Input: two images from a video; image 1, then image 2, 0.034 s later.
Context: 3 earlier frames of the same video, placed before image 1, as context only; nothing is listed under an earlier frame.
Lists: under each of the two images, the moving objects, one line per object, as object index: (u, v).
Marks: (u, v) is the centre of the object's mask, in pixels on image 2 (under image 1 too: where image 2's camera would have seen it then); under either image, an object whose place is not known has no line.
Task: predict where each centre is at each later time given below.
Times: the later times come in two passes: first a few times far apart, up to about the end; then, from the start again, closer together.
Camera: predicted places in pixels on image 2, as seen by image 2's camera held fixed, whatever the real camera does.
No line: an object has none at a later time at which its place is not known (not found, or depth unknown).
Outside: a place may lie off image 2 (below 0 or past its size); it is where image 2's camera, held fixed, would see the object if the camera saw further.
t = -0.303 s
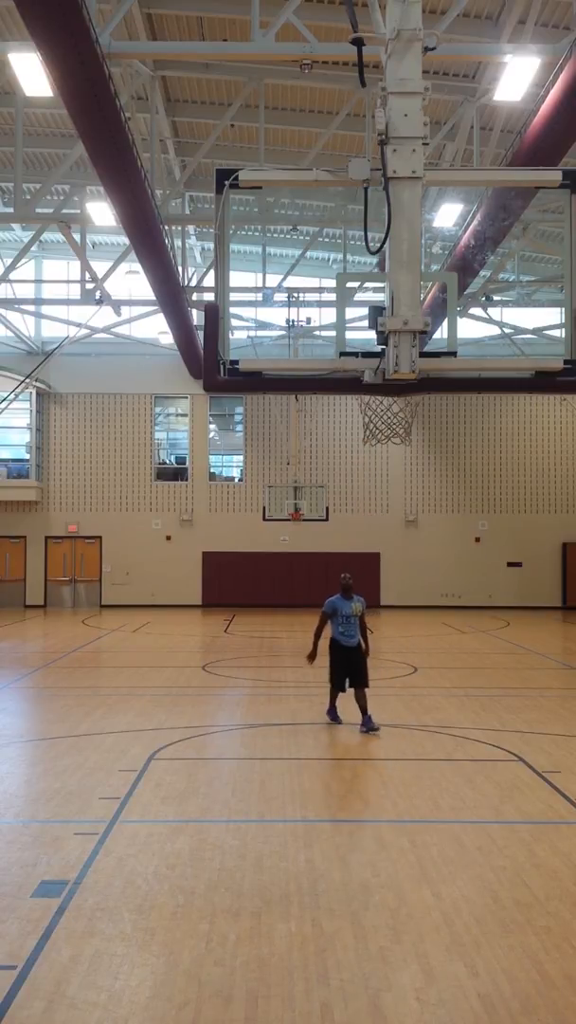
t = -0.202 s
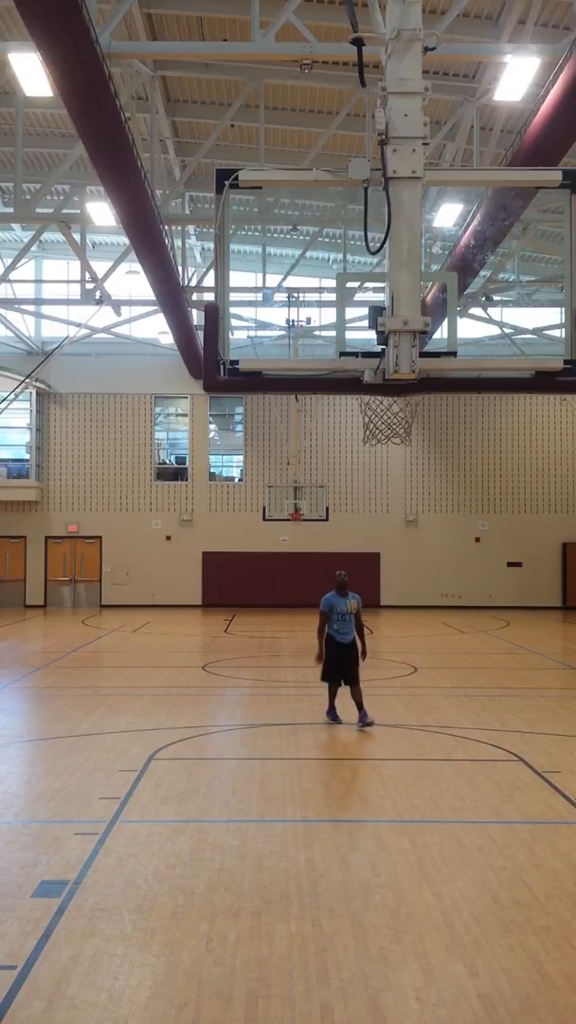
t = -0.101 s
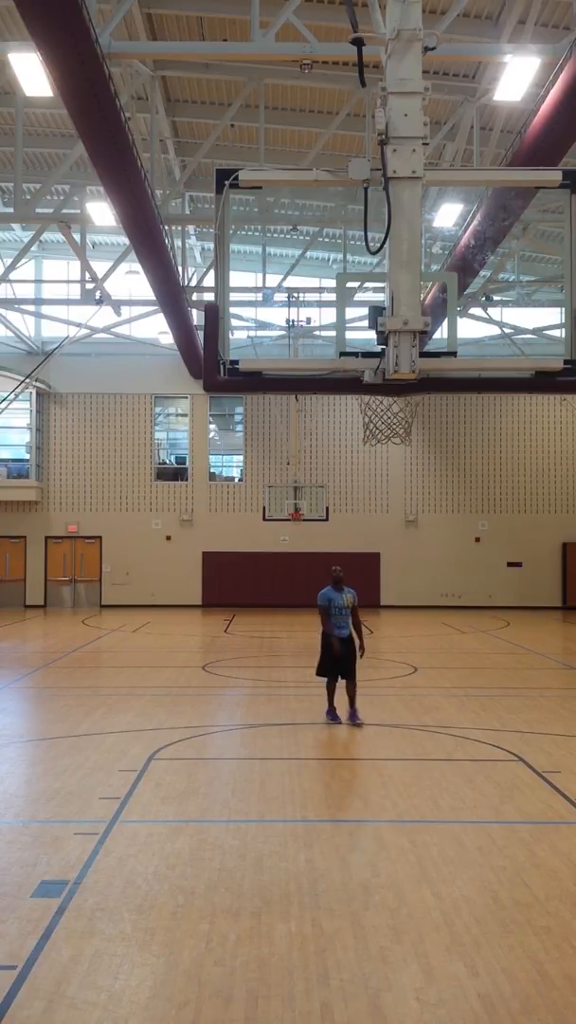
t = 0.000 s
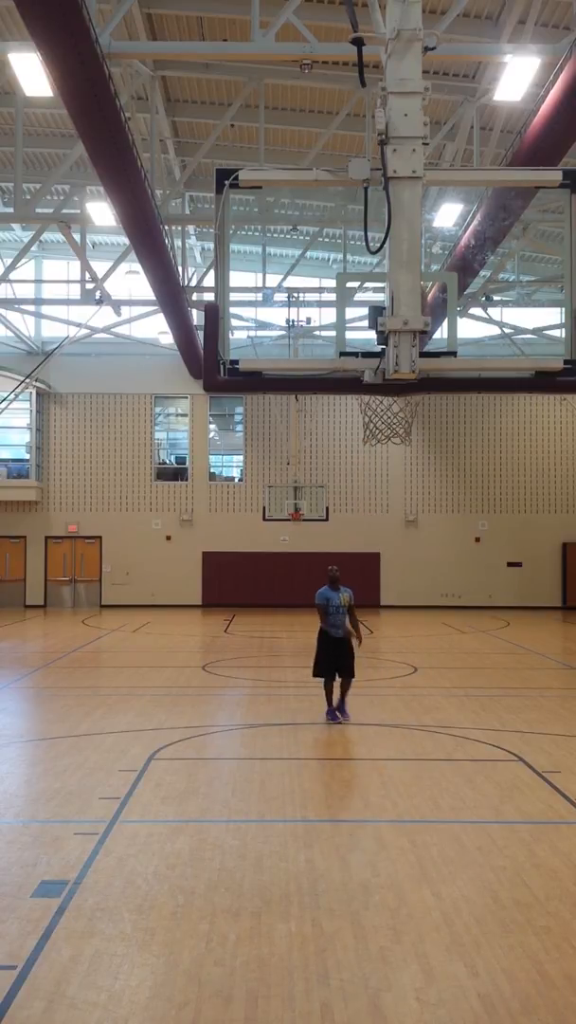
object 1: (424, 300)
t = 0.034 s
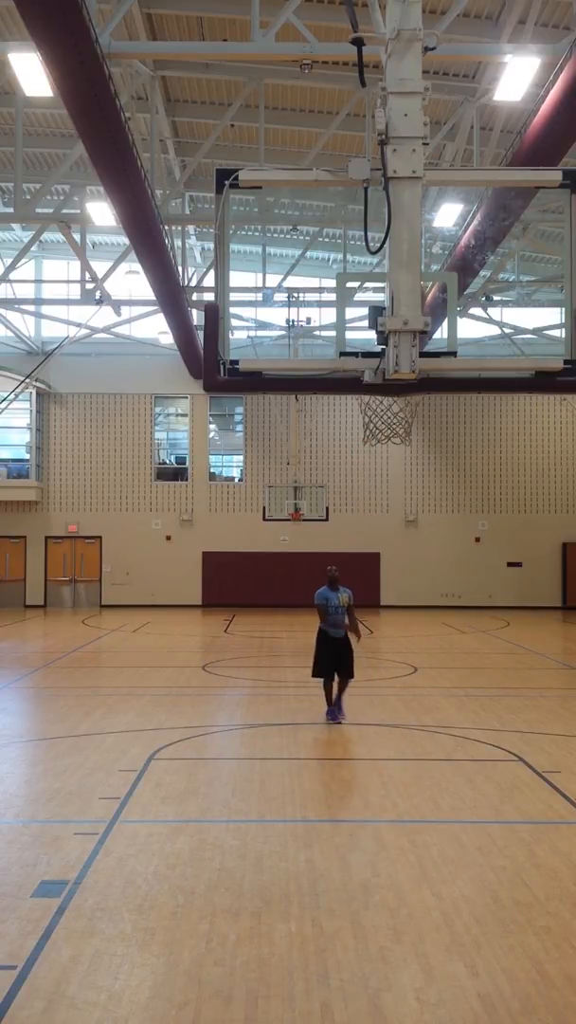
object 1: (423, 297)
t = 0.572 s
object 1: (399, 462)
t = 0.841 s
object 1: (397, 629)
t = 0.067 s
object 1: (423, 298)
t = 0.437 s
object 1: (399, 403)
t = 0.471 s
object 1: (398, 411)
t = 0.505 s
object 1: (399, 426)
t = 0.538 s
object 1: (399, 446)
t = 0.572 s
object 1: (399, 462)
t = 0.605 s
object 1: (398, 480)
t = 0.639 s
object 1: (397, 499)
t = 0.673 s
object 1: (397, 519)
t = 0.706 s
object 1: (398, 540)
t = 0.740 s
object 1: (397, 562)
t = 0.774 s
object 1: (397, 584)
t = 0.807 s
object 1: (397, 605)
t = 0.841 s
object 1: (397, 629)
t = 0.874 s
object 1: (396, 653)
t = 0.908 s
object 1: (397, 679)
